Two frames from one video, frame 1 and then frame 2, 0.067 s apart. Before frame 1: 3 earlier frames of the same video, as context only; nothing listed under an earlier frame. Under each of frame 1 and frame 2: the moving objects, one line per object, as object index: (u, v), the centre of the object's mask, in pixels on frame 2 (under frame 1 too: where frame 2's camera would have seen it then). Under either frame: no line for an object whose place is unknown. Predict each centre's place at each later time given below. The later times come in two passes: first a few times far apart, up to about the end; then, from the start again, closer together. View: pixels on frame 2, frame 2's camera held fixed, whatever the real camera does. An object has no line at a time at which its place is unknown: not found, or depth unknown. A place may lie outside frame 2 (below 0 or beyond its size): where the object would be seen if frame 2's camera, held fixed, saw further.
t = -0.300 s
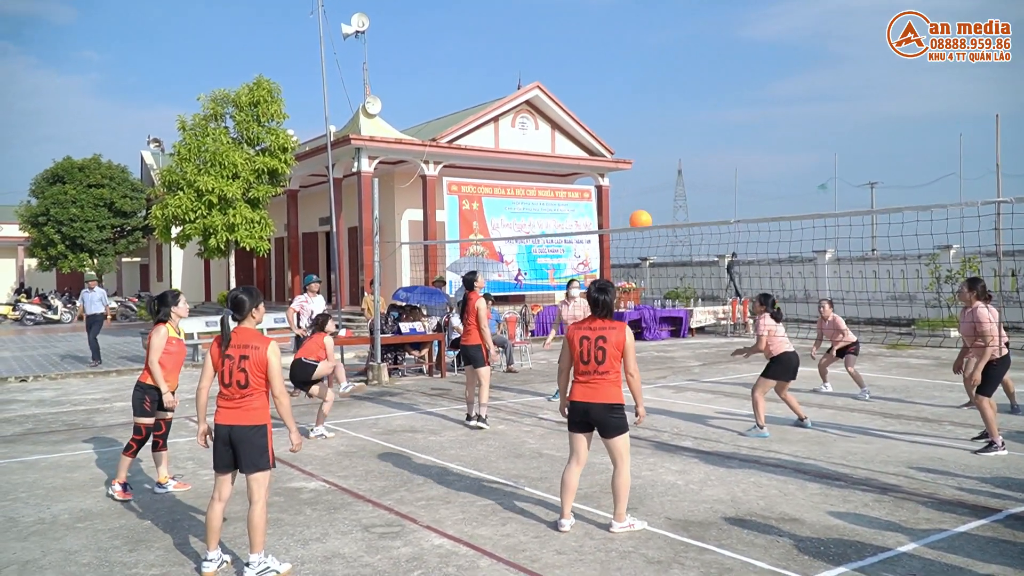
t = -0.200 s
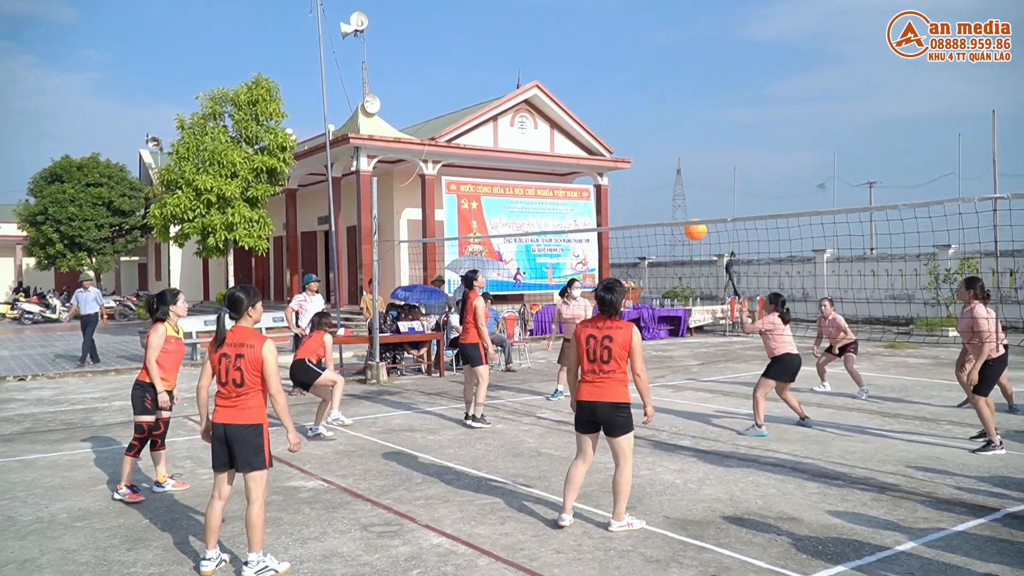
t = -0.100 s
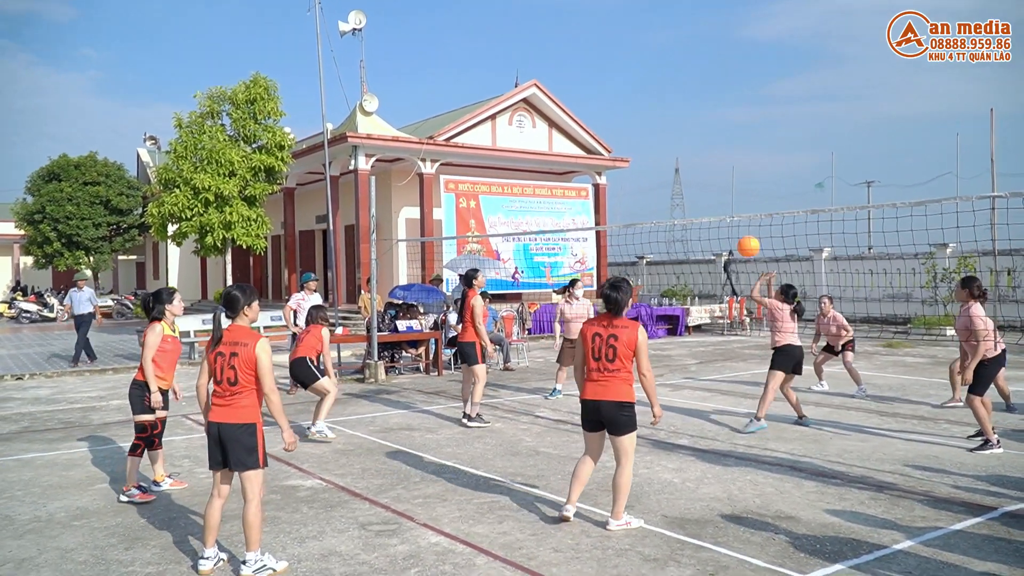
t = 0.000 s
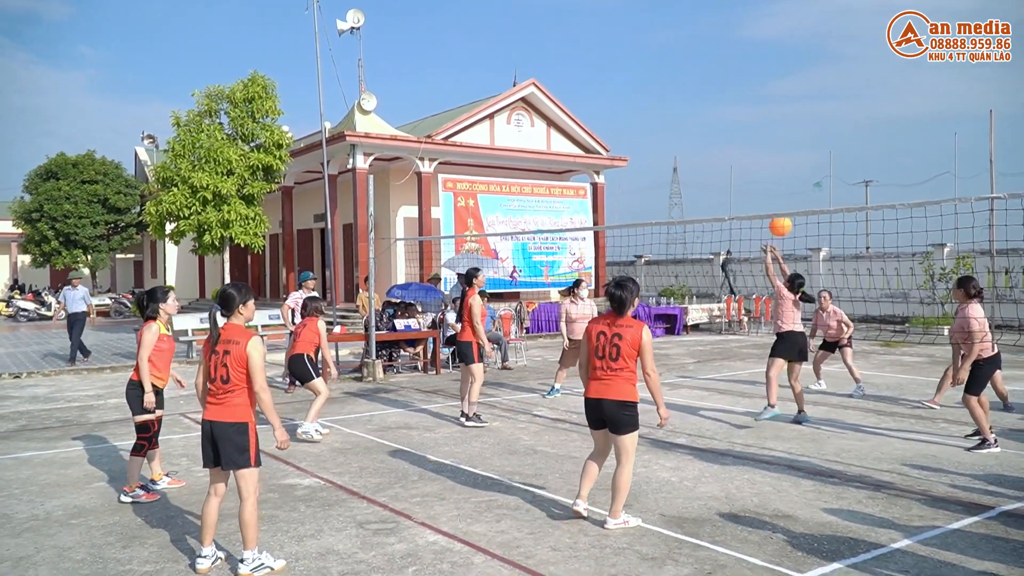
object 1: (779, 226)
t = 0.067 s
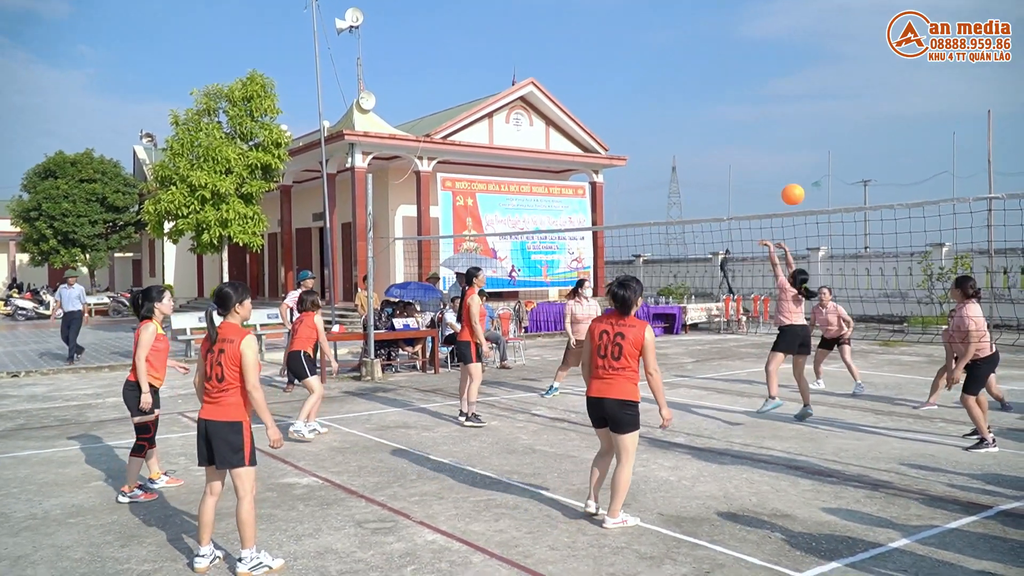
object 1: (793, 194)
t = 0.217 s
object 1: (823, 142)
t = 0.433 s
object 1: (866, 103)
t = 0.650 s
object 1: (909, 110)
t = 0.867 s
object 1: (952, 161)
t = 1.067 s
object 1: (992, 249)
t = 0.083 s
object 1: (796, 188)
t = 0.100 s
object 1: (800, 181)
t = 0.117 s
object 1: (803, 174)
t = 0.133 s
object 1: (807, 168)
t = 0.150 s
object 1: (810, 163)
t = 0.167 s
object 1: (813, 157)
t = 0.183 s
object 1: (816, 152)
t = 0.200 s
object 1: (820, 147)
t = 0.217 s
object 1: (823, 142)
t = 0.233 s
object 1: (826, 138)
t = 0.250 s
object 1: (829, 133)
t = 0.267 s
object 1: (833, 129)
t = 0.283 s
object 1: (836, 125)
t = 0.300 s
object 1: (839, 122)
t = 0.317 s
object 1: (842, 118)
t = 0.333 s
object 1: (846, 115)
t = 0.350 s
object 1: (849, 113)
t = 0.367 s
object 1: (852, 110)
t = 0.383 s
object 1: (856, 108)
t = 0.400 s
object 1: (859, 106)
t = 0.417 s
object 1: (863, 105)
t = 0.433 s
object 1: (866, 103)
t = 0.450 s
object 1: (869, 102)
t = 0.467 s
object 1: (872, 102)
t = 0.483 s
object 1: (876, 101)
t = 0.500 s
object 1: (879, 101)
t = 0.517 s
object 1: (882, 101)
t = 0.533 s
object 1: (885, 101)
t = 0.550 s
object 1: (889, 101)
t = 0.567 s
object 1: (892, 102)
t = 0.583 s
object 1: (895, 103)
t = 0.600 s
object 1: (899, 104)
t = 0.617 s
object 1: (902, 106)
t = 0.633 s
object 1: (905, 108)
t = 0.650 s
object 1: (909, 110)
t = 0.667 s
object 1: (912, 112)
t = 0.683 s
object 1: (916, 115)
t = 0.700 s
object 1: (919, 118)
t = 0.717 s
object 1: (922, 121)
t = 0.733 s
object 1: (925, 125)
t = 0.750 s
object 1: (929, 128)
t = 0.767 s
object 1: (932, 132)
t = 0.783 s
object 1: (935, 137)
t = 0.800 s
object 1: (938, 141)
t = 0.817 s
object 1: (942, 146)
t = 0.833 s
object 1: (945, 150)
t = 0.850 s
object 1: (948, 156)
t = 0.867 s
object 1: (952, 161)
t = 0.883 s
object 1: (955, 167)
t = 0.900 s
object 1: (959, 173)
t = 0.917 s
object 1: (962, 179)
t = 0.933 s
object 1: (966, 185)
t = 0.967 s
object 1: (972, 201)
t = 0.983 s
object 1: (975, 208)
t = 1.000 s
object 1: (977, 216)
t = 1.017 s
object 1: (982, 224)
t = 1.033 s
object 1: (985, 232)
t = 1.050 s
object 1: (988, 240)
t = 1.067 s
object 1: (992, 249)
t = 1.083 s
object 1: (995, 258)
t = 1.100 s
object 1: (998, 267)
